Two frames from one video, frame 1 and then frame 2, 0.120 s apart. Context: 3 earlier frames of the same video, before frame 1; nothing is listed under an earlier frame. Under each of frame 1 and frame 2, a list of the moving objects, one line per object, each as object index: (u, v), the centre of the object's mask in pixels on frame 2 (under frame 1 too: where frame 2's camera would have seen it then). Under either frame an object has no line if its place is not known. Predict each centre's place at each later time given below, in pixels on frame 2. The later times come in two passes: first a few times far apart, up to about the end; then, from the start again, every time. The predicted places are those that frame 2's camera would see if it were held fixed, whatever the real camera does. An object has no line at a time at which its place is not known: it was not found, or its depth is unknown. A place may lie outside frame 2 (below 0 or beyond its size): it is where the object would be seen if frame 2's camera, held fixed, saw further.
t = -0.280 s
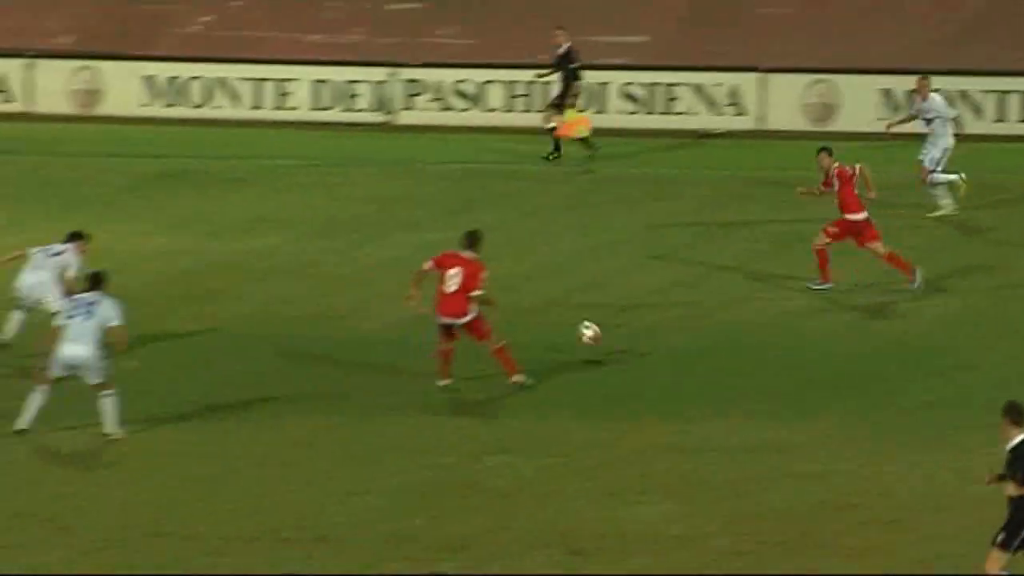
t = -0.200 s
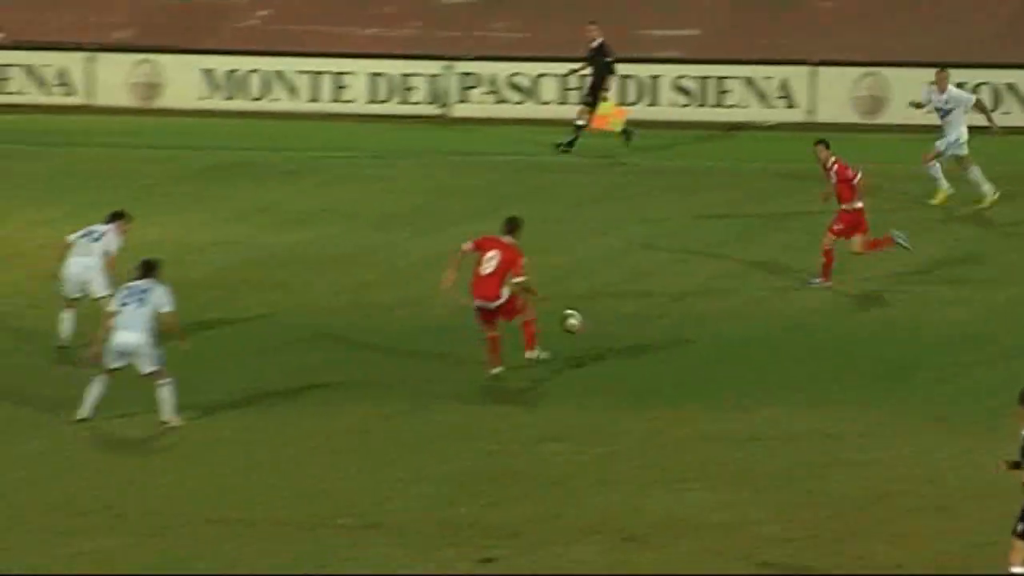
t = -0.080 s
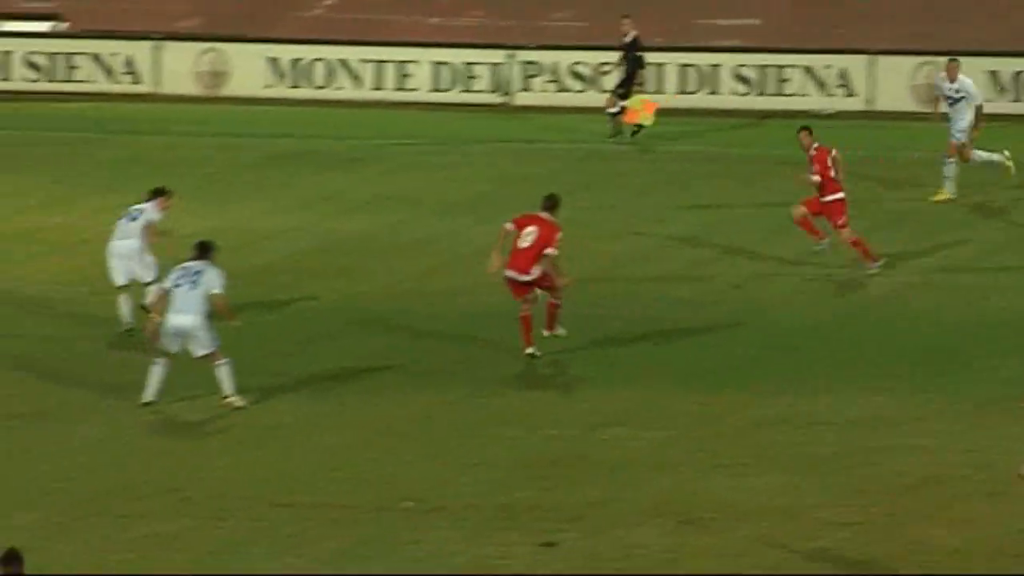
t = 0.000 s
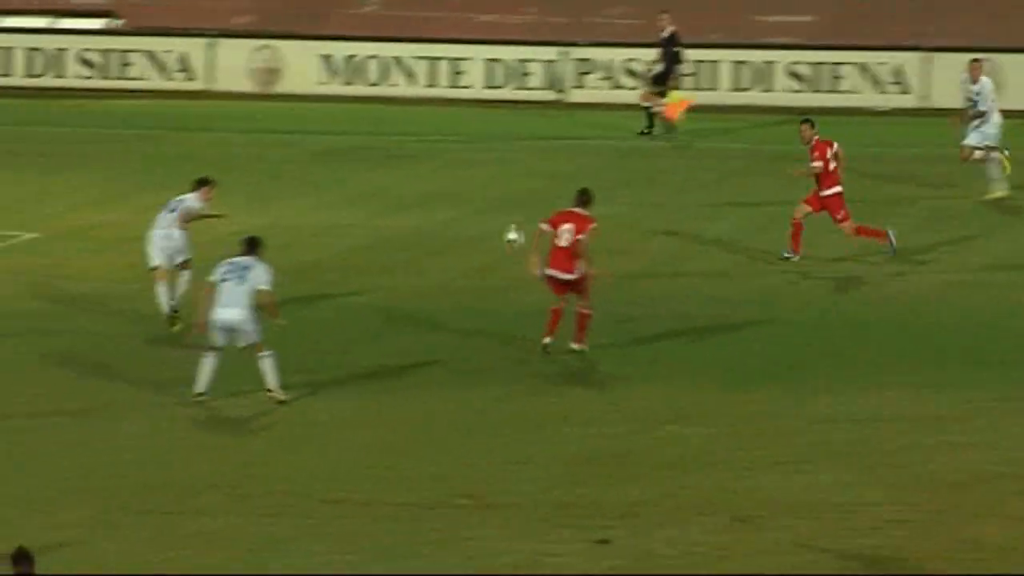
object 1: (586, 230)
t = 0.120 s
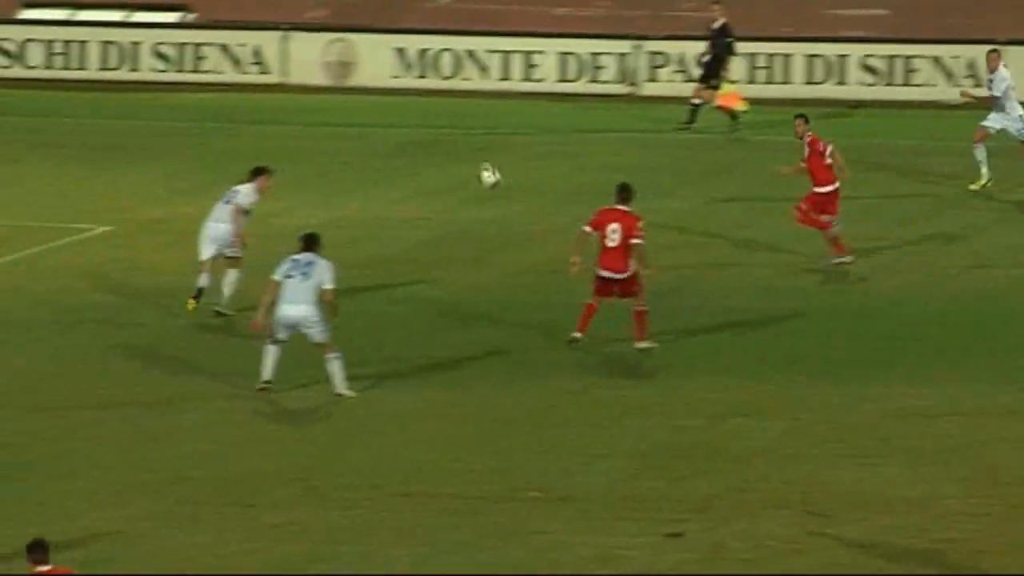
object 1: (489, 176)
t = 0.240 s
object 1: (393, 134)
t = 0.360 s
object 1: (300, 107)
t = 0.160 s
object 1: (456, 159)
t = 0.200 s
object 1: (425, 146)
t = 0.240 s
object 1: (393, 134)
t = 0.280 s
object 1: (361, 123)
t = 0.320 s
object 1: (331, 114)
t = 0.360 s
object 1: (300, 107)
